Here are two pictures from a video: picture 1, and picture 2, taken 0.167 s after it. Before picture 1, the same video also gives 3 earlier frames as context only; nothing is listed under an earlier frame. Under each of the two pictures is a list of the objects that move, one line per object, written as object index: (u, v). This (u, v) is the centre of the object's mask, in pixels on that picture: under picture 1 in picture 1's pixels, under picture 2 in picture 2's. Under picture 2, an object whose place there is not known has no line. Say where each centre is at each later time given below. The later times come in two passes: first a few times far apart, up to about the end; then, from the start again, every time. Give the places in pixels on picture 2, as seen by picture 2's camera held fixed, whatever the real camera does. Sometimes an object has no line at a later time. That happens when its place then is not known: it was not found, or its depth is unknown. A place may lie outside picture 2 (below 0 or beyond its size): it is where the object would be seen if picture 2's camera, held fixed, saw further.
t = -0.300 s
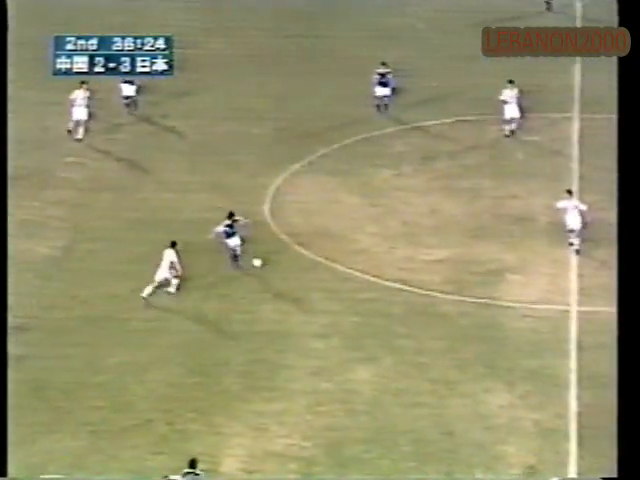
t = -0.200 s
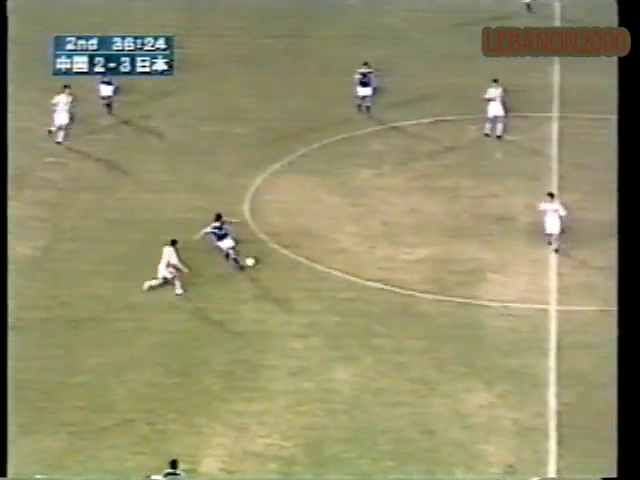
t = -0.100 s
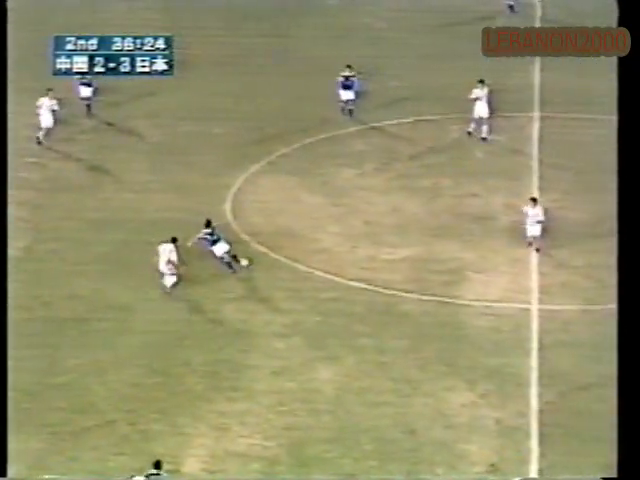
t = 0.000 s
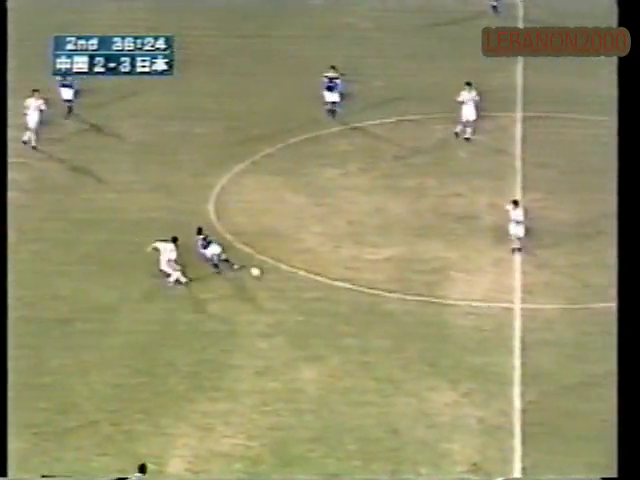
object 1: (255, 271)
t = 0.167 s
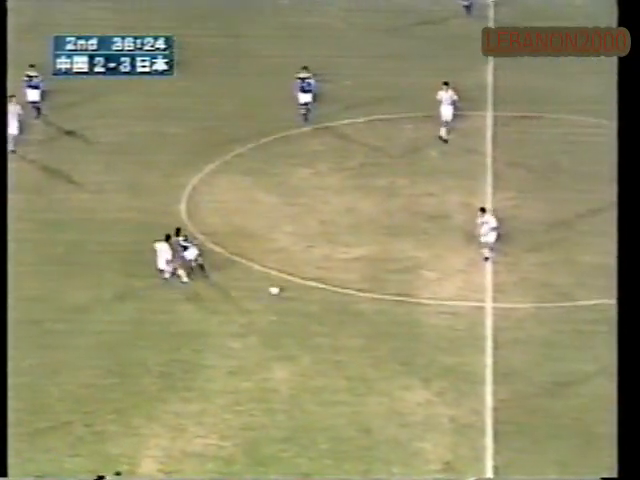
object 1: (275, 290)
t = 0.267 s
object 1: (299, 297)
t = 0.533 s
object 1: (363, 323)
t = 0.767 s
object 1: (410, 342)
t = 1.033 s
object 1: (461, 361)
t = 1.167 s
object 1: (485, 372)
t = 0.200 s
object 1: (283, 292)
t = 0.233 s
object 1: (291, 294)
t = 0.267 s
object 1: (299, 297)
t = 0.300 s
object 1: (308, 300)
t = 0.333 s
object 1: (316, 303)
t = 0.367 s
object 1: (325, 307)
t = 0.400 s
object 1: (333, 311)
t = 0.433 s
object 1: (341, 316)
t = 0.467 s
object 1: (349, 318)
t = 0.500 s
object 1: (356, 320)
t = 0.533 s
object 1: (363, 323)
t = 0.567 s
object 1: (370, 325)
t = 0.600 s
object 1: (378, 329)
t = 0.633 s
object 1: (384, 331)
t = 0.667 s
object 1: (391, 333)
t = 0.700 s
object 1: (397, 336)
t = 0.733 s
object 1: (403, 339)
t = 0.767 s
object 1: (410, 342)
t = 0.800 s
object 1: (416, 344)
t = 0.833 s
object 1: (422, 347)
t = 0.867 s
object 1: (428, 349)
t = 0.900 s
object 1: (436, 352)
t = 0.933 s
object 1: (442, 354)
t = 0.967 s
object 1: (448, 356)
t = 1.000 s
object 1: (455, 359)
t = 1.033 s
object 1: (461, 361)
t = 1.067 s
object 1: (467, 364)
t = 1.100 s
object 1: (474, 366)
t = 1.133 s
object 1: (479, 369)
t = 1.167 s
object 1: (485, 372)
